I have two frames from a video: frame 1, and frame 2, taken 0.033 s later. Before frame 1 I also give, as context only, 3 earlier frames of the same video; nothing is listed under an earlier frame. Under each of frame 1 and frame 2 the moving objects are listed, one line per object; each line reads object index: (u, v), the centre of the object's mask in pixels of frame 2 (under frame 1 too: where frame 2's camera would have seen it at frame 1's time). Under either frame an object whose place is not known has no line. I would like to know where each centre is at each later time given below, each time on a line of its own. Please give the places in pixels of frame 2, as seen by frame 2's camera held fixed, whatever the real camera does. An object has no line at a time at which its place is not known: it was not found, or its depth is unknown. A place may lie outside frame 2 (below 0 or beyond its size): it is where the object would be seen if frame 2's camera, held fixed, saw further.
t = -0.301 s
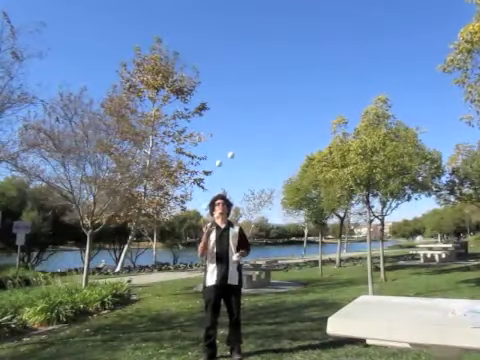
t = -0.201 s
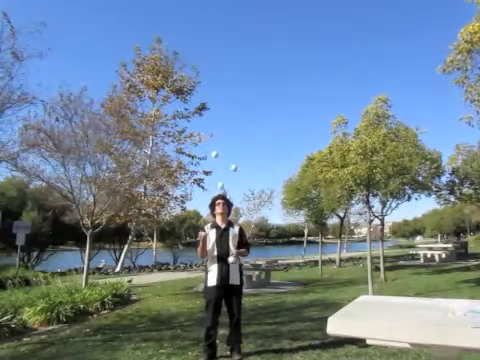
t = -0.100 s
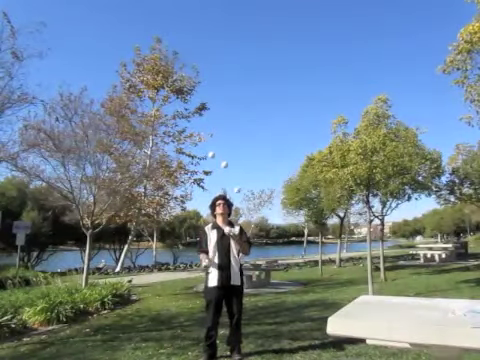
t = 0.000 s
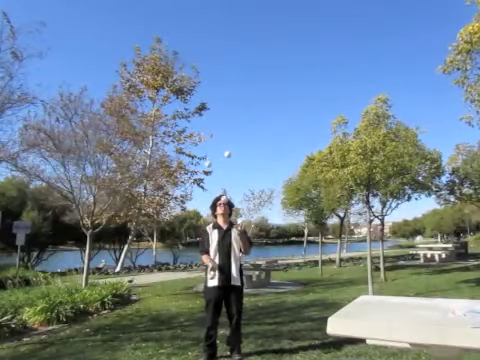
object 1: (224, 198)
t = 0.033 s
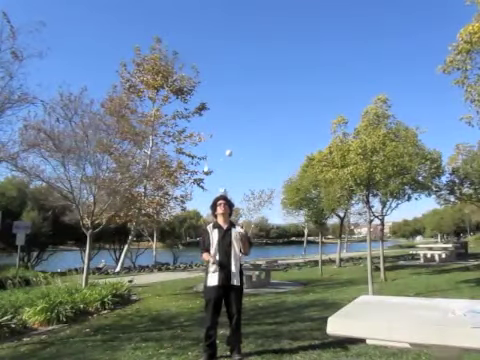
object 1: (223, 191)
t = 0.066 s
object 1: (222, 184)
